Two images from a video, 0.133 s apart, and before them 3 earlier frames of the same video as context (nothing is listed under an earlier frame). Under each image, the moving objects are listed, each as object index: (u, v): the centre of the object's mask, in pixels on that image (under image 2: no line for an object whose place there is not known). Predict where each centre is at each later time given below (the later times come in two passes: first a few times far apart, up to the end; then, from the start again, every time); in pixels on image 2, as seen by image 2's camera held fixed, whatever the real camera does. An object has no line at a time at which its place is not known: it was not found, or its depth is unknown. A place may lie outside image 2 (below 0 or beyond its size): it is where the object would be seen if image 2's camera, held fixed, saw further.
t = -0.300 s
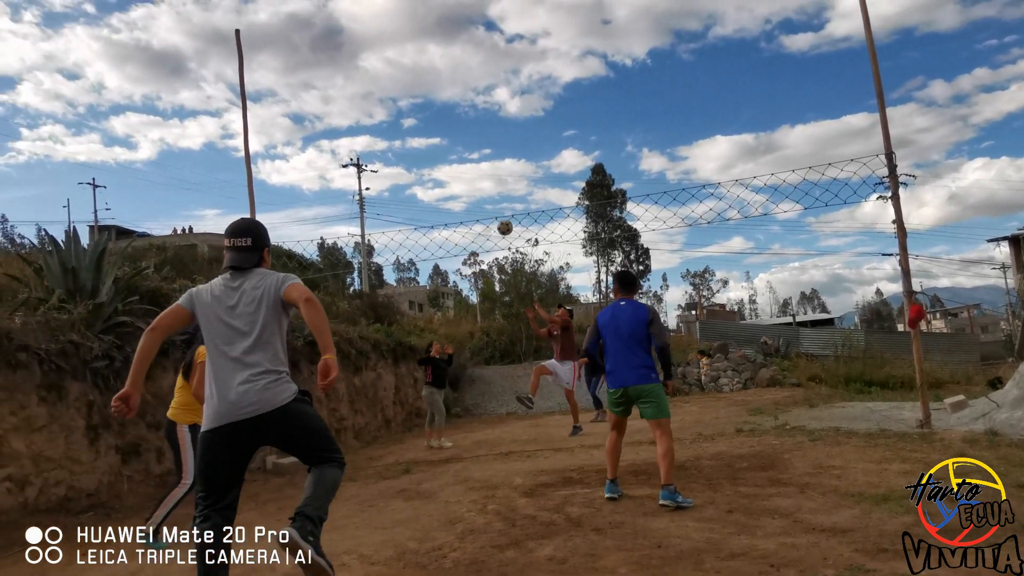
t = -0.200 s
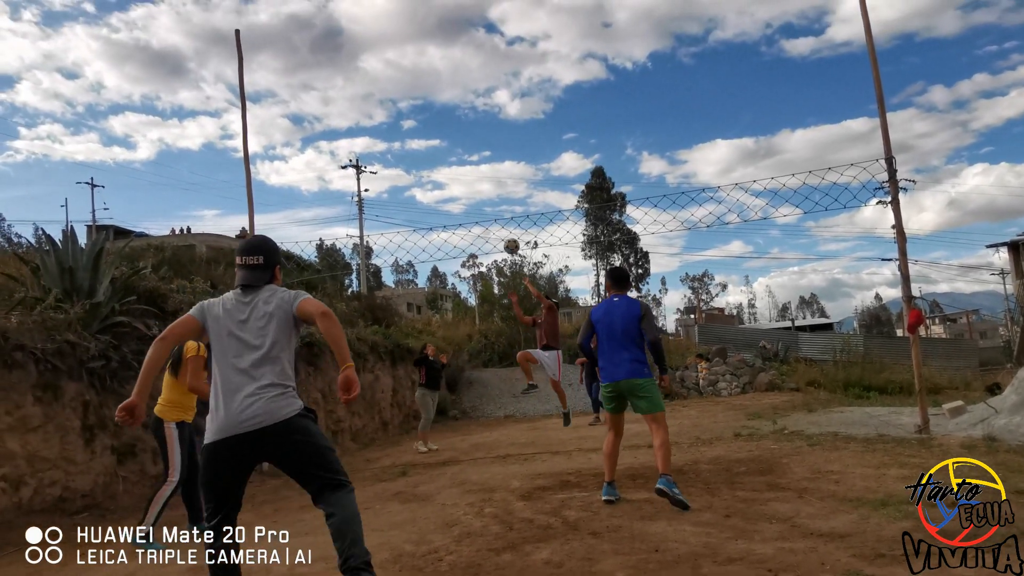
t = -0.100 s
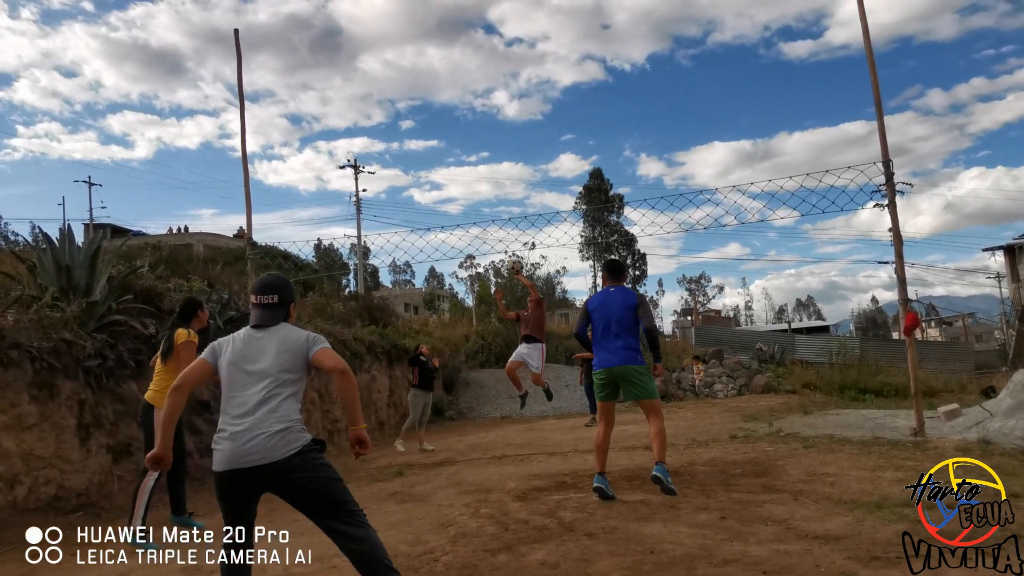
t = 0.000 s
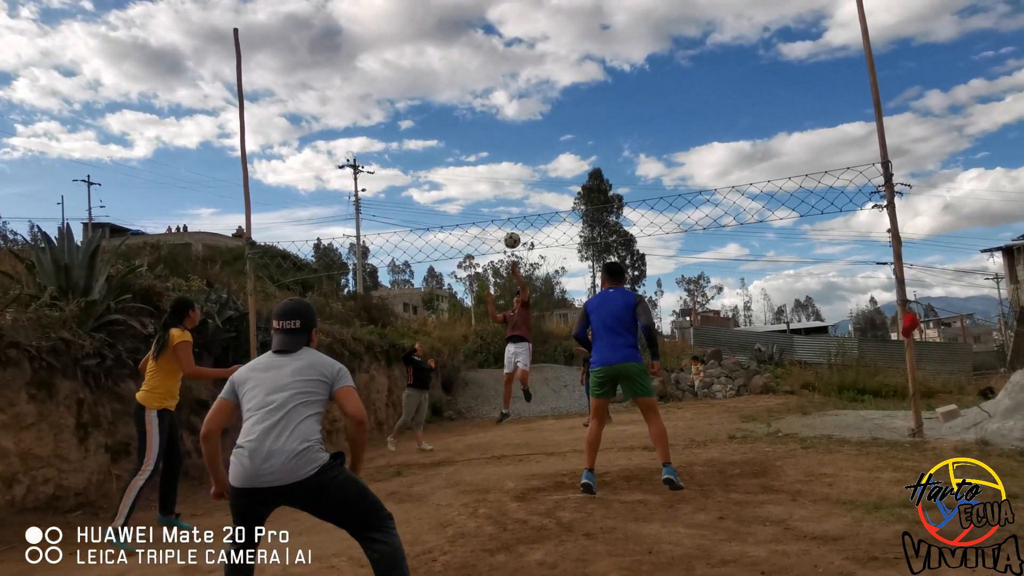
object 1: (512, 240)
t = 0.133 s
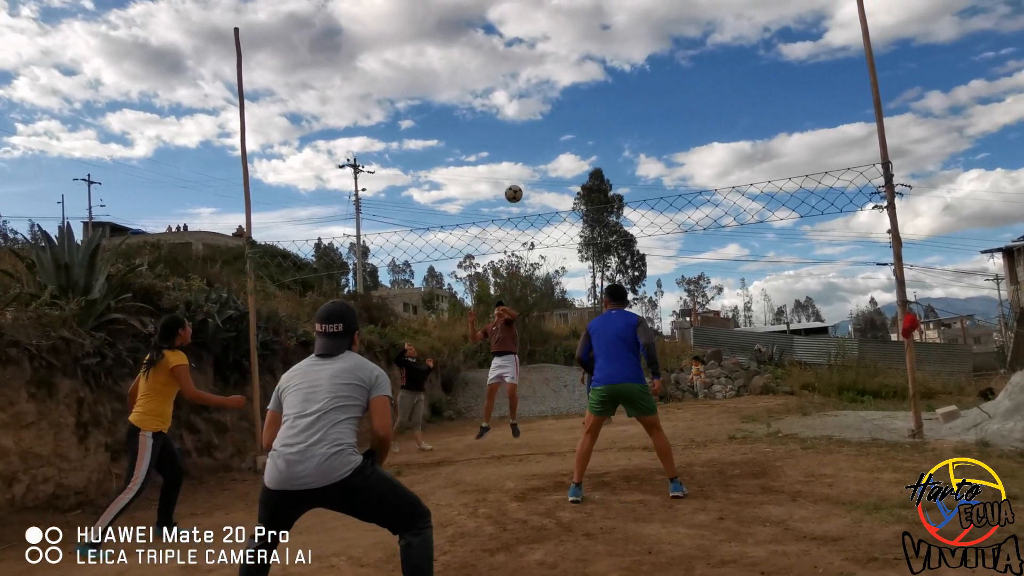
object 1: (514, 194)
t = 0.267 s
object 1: (517, 154)
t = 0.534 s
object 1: (530, 107)
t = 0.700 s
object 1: (544, 116)
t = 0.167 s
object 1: (514, 183)
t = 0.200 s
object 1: (515, 173)
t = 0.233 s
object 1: (516, 163)
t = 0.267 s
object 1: (517, 154)
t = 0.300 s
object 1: (517, 146)
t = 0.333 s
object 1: (519, 139)
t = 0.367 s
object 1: (520, 132)
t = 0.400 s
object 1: (521, 125)
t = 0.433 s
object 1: (522, 120)
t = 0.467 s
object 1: (524, 115)
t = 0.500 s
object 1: (526, 111)
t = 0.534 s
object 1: (530, 107)
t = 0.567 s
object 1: (532, 106)
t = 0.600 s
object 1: (535, 107)
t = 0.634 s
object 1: (538, 108)
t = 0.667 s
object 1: (541, 111)
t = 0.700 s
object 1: (544, 116)
